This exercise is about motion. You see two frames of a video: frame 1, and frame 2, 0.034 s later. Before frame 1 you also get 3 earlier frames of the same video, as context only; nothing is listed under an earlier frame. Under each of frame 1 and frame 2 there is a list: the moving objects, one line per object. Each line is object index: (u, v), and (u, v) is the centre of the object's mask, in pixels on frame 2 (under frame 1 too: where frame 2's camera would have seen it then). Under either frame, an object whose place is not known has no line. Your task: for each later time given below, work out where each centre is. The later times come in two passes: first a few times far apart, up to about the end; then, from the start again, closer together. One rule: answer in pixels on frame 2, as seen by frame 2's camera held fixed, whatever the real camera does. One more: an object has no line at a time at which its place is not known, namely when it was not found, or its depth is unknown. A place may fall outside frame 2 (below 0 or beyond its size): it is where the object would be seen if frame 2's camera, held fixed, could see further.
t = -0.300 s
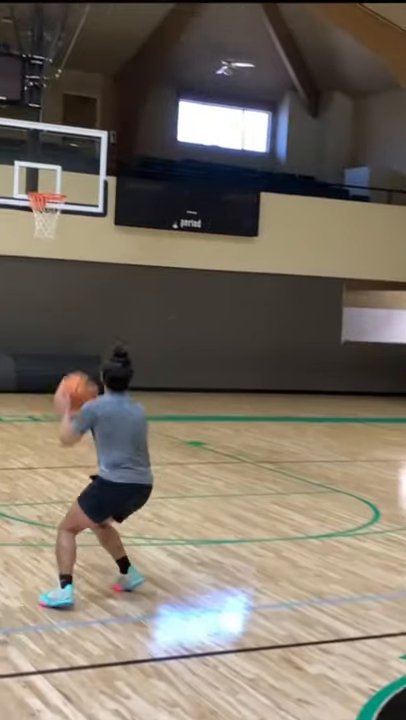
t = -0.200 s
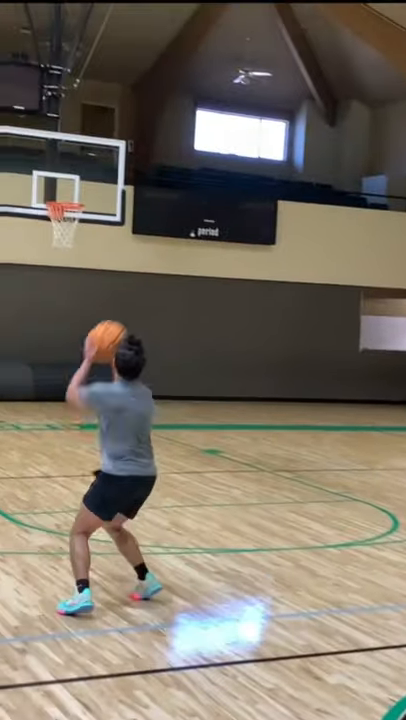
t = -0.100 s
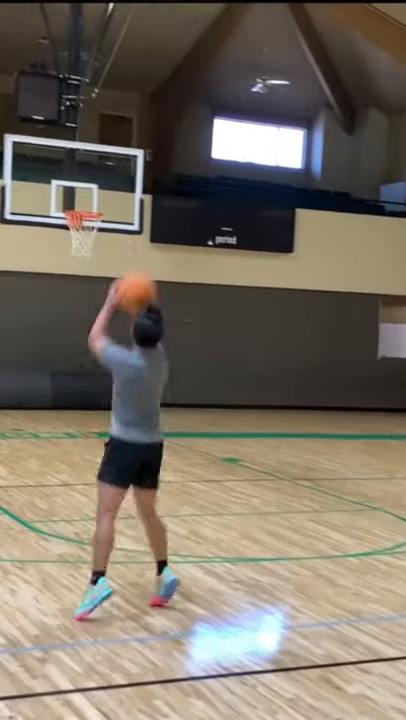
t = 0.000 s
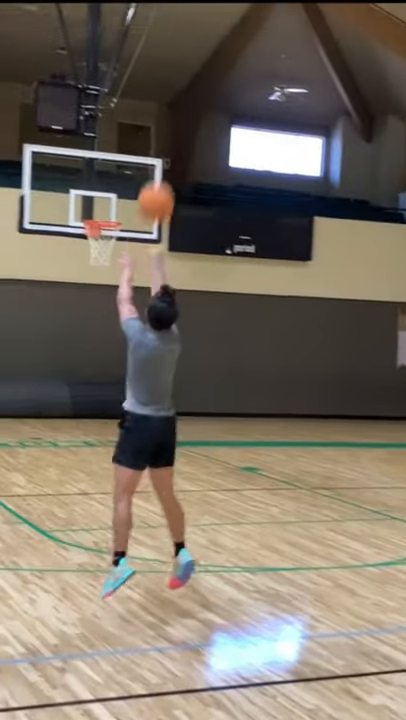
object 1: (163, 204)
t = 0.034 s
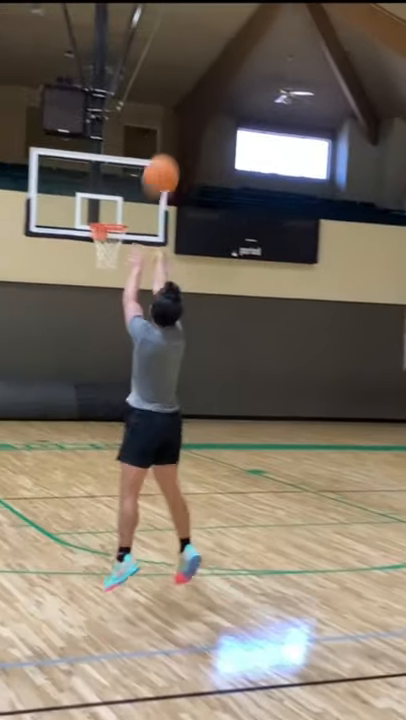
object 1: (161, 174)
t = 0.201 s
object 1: (157, 66)
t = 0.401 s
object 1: (151, 2)
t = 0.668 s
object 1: (140, 0)
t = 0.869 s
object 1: (131, 43)
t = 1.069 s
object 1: (123, 113)
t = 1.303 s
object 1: (114, 218)
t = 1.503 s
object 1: (93, 266)
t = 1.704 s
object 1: (78, 319)
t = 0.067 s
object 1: (161, 147)
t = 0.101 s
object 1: (159, 125)
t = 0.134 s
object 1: (158, 103)
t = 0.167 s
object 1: (158, 84)
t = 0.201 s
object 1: (157, 66)
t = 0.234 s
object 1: (156, 51)
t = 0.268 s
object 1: (155, 37)
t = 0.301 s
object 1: (154, 26)
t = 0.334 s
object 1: (152, 17)
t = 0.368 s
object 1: (152, 9)
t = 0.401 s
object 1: (151, 2)
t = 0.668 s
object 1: (140, 0)
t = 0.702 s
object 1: (139, 5)
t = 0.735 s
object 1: (137, 11)
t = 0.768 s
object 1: (135, 18)
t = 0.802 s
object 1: (134, 26)
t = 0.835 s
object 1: (133, 34)
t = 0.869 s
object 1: (131, 43)
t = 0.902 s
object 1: (130, 53)
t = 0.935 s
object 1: (129, 64)
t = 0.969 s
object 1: (127, 75)
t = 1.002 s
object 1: (126, 87)
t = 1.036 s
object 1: (124, 100)
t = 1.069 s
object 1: (123, 113)
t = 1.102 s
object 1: (122, 126)
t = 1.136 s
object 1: (120, 141)
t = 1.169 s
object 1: (119, 155)
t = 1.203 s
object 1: (117, 172)
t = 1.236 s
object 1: (116, 184)
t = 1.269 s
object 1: (116, 200)
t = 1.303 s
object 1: (114, 218)
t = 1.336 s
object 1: (112, 234)
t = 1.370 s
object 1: (106, 242)
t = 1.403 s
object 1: (101, 252)
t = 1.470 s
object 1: (95, 259)
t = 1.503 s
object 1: (93, 266)
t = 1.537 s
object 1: (91, 273)
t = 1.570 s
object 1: (88, 281)
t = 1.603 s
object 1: (86, 289)
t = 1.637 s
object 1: (83, 297)
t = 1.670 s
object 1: (81, 308)
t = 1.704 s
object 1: (78, 319)
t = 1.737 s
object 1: (76, 331)
